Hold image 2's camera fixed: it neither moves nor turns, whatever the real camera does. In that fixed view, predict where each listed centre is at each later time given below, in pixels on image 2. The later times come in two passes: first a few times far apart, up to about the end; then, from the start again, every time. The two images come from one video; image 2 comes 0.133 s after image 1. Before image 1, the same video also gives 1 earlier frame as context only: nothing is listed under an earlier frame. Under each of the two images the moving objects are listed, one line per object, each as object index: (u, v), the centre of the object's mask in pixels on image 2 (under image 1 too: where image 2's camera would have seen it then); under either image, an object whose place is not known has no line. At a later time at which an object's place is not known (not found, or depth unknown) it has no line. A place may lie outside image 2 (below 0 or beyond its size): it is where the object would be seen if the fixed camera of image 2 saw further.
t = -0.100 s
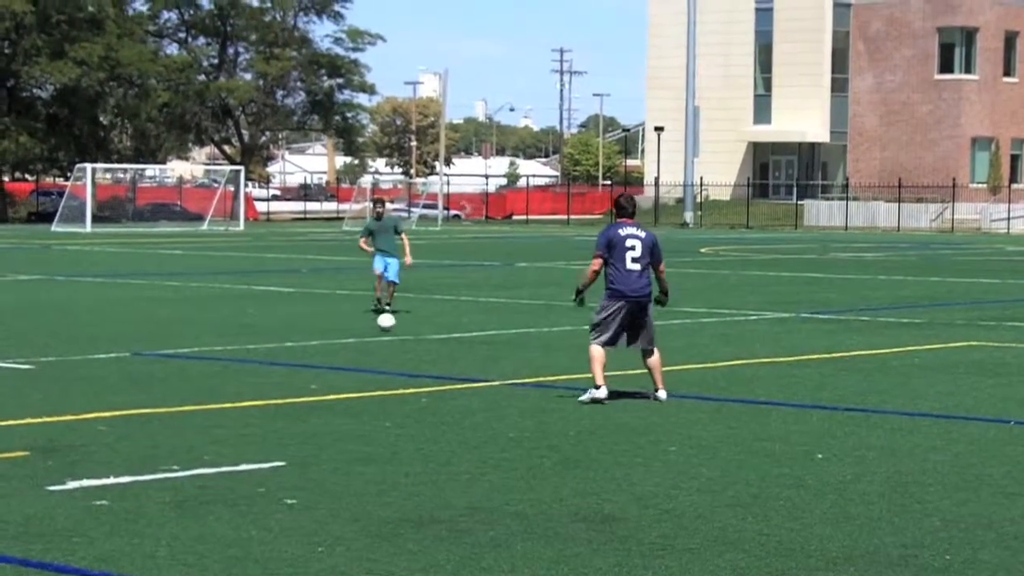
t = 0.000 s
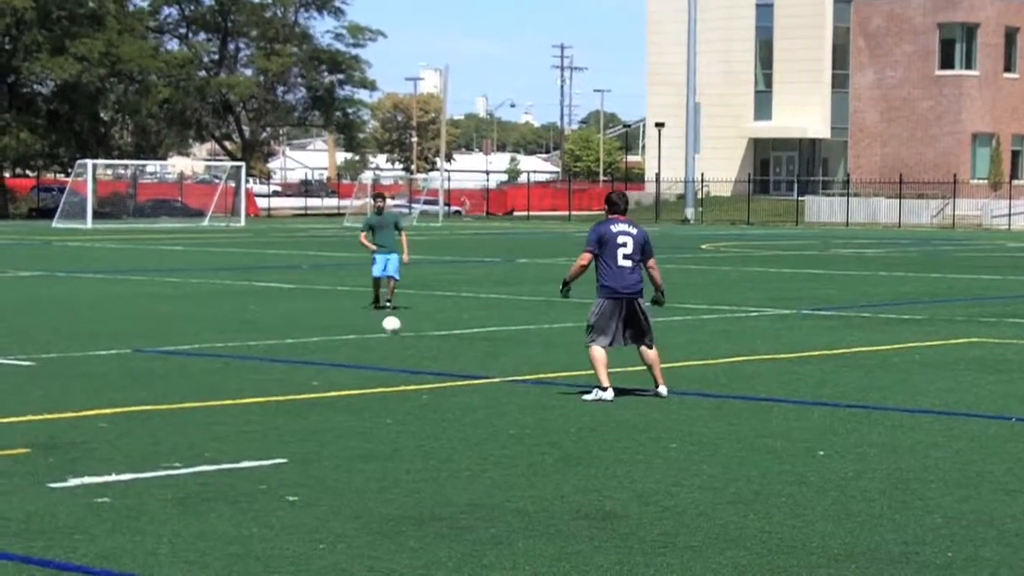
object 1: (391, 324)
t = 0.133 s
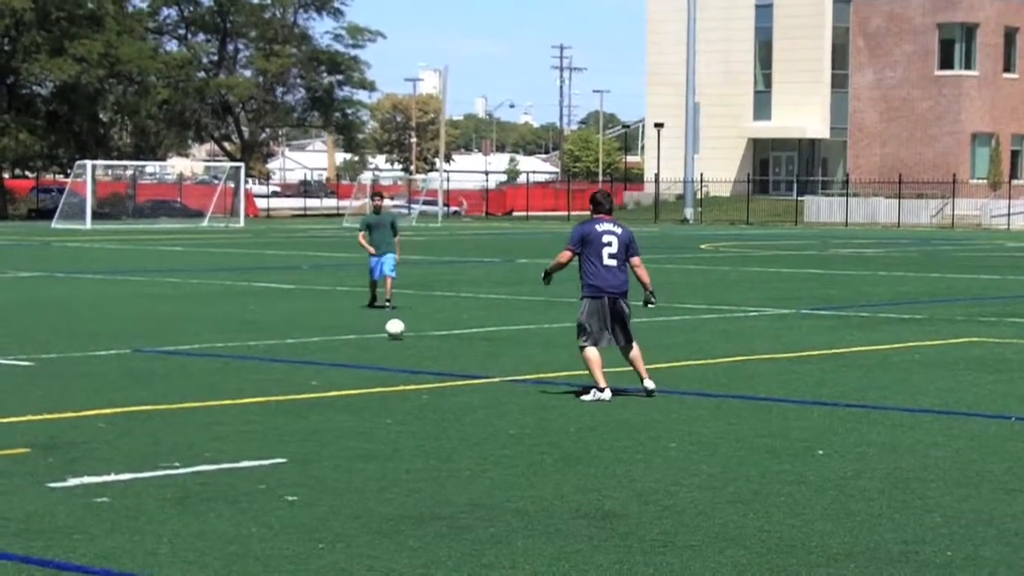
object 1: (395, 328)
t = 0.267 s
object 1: (399, 330)
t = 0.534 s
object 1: (408, 340)
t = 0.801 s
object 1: (417, 357)
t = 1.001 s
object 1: (423, 363)
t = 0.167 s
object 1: (396, 331)
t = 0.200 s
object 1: (397, 331)
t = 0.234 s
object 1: (398, 330)
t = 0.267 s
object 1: (399, 330)
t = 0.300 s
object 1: (400, 332)
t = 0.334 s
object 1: (401, 335)
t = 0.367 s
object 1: (403, 339)
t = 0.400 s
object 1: (403, 339)
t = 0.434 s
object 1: (405, 337)
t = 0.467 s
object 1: (406, 337)
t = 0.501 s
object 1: (406, 338)
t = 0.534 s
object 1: (408, 340)
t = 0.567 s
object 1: (409, 344)
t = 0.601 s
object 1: (410, 349)
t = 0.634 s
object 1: (411, 349)
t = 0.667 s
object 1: (412, 349)
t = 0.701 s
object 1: (413, 351)
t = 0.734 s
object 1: (414, 353)
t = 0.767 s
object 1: (416, 356)
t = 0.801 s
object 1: (417, 357)
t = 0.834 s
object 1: (418, 358)
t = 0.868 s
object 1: (419, 359)
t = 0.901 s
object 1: (420, 362)
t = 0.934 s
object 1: (421, 363)
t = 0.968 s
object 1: (422, 361)
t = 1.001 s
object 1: (423, 363)
